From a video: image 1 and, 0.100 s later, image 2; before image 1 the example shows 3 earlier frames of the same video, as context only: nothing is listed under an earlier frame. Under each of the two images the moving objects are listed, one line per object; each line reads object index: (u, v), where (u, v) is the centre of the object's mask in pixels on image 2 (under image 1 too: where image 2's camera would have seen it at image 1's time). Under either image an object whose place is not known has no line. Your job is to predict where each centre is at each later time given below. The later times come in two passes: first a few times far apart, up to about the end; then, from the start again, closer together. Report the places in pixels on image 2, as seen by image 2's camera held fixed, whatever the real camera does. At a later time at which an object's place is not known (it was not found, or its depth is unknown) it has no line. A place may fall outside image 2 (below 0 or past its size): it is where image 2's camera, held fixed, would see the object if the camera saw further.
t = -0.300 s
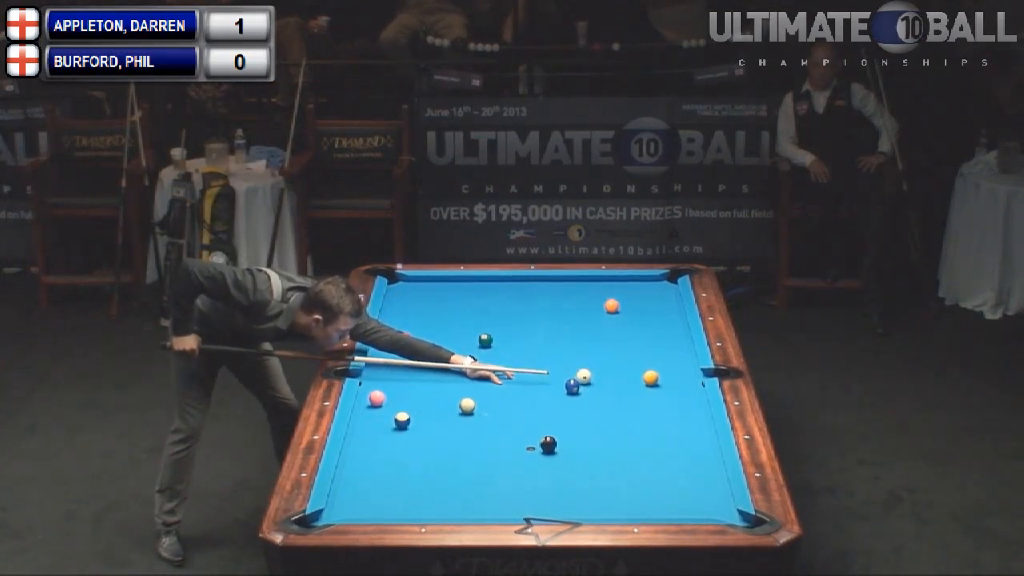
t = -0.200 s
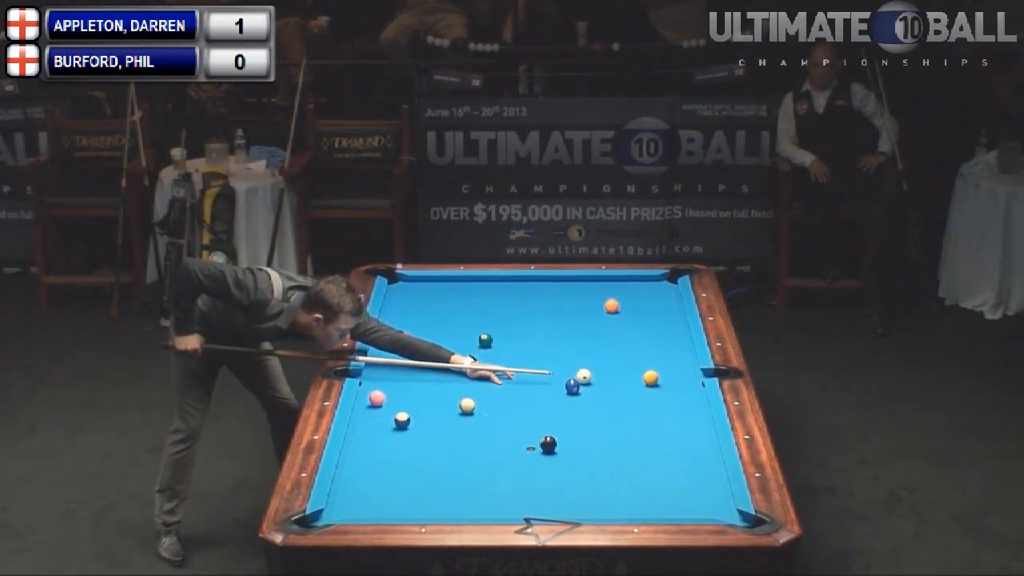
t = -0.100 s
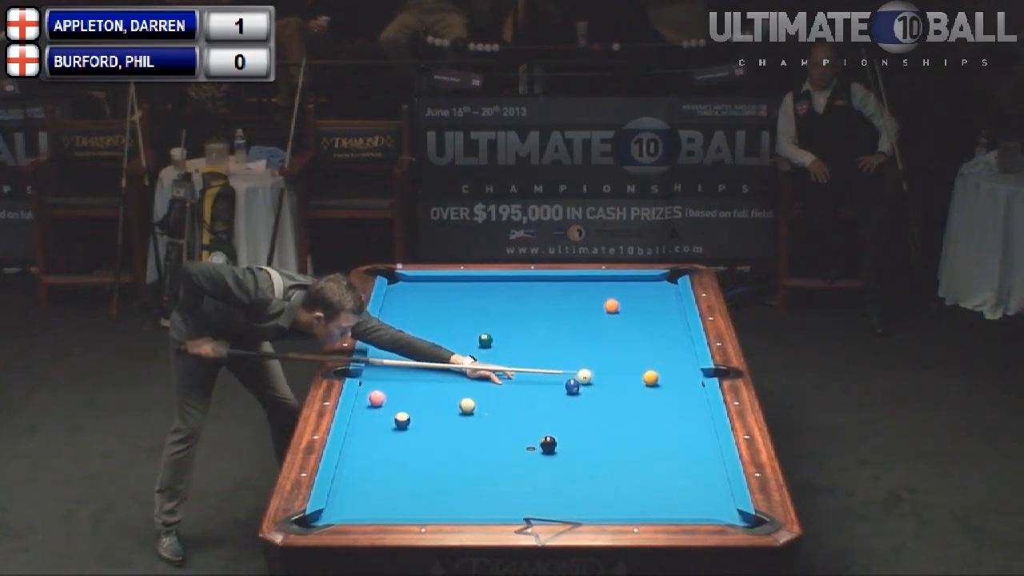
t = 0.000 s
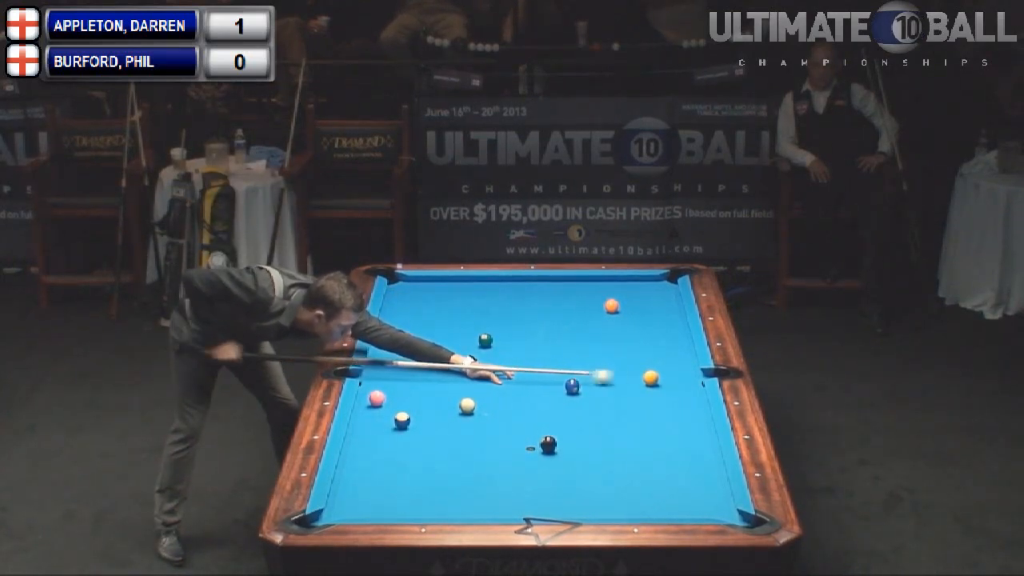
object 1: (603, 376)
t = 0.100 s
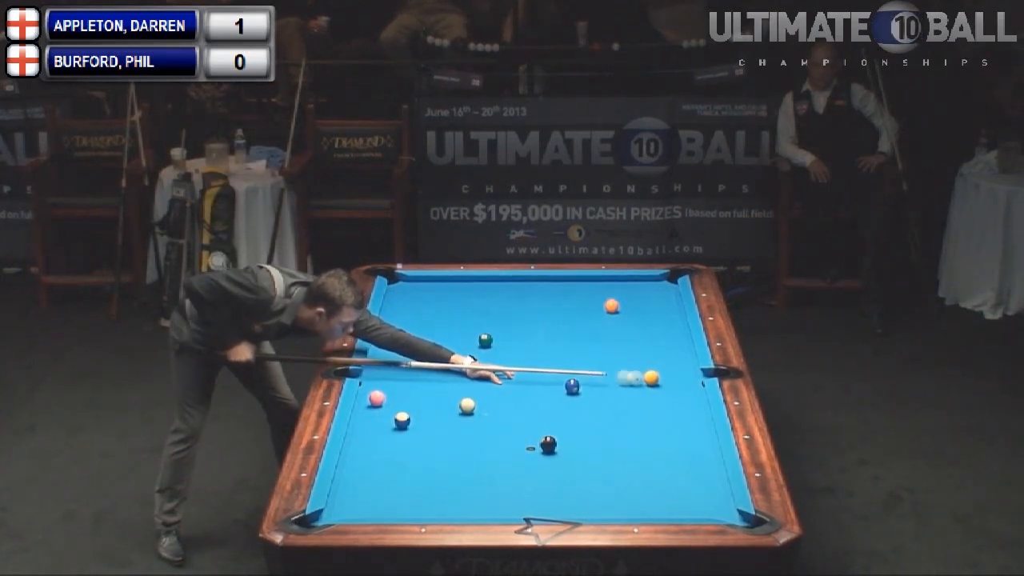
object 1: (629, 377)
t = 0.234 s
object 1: (641, 379)
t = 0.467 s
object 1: (661, 382)
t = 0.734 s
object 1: (687, 386)
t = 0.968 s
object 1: (692, 388)
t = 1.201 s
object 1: (681, 390)
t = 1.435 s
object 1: (672, 391)
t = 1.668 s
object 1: (661, 392)
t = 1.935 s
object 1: (653, 394)
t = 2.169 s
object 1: (646, 394)
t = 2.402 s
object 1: (639, 395)
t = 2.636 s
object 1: (634, 395)
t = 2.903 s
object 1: (630, 396)
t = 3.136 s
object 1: (627, 396)
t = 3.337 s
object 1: (625, 396)
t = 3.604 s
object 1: (625, 396)
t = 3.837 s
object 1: (624, 397)
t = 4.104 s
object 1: (624, 397)
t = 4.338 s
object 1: (624, 397)
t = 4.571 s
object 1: (624, 396)
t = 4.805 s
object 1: (624, 397)
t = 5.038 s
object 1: (624, 397)
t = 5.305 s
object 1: (624, 397)
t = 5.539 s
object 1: (624, 397)
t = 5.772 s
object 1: (624, 397)
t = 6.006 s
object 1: (624, 397)
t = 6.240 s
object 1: (624, 397)
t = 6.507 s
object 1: (624, 397)
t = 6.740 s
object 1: (624, 397)
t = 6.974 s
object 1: (624, 396)
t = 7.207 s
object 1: (624, 396)
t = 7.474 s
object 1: (624, 396)
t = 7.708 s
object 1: (624, 397)
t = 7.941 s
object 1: (624, 397)
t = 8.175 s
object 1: (624, 397)
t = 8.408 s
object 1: (624, 396)
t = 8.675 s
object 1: (624, 396)
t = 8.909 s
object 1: (624, 397)
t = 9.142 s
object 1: (624, 397)
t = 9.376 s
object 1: (624, 397)
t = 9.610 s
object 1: (624, 397)
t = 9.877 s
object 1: (624, 397)
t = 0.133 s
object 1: (635, 378)
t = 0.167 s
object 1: (637, 378)
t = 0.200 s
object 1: (639, 379)
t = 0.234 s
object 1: (641, 379)
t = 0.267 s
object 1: (643, 380)
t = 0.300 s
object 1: (646, 380)
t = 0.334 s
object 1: (649, 381)
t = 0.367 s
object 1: (652, 381)
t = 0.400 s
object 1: (656, 381)
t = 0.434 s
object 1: (657, 382)
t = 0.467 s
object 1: (661, 382)
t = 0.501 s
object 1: (665, 383)
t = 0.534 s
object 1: (670, 383)
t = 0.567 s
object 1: (672, 384)
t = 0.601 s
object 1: (675, 384)
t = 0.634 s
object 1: (678, 385)
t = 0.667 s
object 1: (682, 385)
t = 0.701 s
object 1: (684, 386)
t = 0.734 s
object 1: (687, 386)
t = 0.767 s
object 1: (689, 386)
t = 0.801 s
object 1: (693, 387)
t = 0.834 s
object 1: (694, 387)
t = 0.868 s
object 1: (695, 387)
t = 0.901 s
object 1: (695, 388)
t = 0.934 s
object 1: (693, 388)
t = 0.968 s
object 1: (692, 388)
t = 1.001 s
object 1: (690, 388)
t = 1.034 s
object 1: (688, 389)
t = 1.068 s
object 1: (686, 389)
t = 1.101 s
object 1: (684, 389)
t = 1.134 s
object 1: (683, 390)
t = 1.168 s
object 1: (682, 390)
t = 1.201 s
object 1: (681, 390)
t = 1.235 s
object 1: (679, 390)
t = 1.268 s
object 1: (678, 390)
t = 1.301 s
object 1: (677, 390)
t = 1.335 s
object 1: (676, 390)
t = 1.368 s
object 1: (674, 391)
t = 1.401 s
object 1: (673, 391)
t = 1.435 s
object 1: (672, 391)
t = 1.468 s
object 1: (670, 391)
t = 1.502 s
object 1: (668, 391)
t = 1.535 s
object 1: (667, 392)
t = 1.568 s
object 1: (665, 392)
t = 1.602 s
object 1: (664, 392)
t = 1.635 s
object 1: (662, 392)
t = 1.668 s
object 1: (661, 392)
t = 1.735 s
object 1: (659, 393)
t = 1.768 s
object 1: (658, 393)
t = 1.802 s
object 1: (656, 393)
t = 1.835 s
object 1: (655, 393)
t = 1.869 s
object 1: (654, 393)
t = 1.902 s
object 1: (654, 393)
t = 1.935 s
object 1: (653, 394)
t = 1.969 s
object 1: (651, 394)
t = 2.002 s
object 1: (650, 394)
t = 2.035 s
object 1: (649, 394)
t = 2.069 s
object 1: (649, 394)
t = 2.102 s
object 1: (648, 394)
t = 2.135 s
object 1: (647, 394)
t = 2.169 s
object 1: (646, 394)
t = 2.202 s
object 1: (645, 394)
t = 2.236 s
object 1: (644, 395)
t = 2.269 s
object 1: (644, 395)
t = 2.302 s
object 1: (642, 395)
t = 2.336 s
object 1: (641, 395)
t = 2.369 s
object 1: (640, 395)
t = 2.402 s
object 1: (639, 395)
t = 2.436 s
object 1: (638, 395)
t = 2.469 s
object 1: (637, 395)
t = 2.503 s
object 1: (637, 395)
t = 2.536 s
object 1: (636, 395)
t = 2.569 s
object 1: (636, 395)
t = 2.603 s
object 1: (635, 396)
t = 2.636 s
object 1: (634, 395)
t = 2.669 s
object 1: (634, 396)
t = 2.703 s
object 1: (633, 396)
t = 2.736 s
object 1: (632, 396)
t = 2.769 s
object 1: (631, 396)
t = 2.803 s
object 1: (631, 396)
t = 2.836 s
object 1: (630, 396)
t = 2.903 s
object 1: (630, 396)
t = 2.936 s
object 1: (629, 396)
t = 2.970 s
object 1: (629, 396)
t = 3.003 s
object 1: (628, 396)
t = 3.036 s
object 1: (628, 396)
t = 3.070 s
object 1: (627, 396)
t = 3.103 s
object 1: (627, 396)
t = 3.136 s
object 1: (627, 396)
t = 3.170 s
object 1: (627, 396)
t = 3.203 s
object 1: (626, 396)
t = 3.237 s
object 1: (626, 396)
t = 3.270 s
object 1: (626, 396)
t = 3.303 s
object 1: (625, 396)
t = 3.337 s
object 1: (625, 396)
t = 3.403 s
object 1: (625, 396)
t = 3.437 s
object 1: (625, 396)
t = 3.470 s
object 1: (625, 396)
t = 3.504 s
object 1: (625, 396)
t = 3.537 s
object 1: (625, 396)
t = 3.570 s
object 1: (625, 396)
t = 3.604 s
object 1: (625, 396)
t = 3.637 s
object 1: (624, 397)
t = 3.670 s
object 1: (624, 397)
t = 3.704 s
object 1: (624, 396)
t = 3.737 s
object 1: (624, 397)
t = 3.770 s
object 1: (624, 397)
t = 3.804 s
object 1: (624, 397)
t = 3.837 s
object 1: (624, 397)
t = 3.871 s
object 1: (624, 397)
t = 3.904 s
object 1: (624, 397)
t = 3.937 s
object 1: (624, 397)
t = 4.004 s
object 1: (624, 397)
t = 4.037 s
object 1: (624, 397)
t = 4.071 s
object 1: (624, 397)
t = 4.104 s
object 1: (624, 397)
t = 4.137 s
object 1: (624, 397)
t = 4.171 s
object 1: (624, 397)
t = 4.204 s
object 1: (624, 397)
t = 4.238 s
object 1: (624, 396)
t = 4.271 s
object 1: (624, 397)
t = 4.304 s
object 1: (624, 397)
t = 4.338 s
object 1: (624, 397)
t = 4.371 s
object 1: (624, 397)
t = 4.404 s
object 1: (624, 397)
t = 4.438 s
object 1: (624, 397)
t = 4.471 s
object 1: (624, 397)
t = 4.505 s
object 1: (624, 396)
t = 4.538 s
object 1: (624, 397)
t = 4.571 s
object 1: (624, 396)
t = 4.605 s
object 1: (625, 397)
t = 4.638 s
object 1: (625, 397)
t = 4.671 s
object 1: (624, 397)
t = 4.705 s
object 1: (624, 397)
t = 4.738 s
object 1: (624, 397)
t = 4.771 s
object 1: (624, 397)
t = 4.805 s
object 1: (624, 397)
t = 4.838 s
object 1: (624, 397)
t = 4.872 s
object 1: (624, 397)
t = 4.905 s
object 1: (624, 397)
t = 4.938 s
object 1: (624, 397)
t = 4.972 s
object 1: (624, 397)
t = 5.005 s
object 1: (624, 397)
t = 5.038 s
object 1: (624, 397)
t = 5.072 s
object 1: (624, 397)
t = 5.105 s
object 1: (624, 397)
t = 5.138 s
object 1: (624, 397)
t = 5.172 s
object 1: (625, 397)
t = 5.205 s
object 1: (624, 396)
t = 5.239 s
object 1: (624, 397)
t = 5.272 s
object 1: (624, 397)
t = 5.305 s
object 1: (624, 397)
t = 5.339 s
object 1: (624, 397)
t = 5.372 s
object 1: (624, 397)
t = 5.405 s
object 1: (625, 397)
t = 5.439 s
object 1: (625, 397)
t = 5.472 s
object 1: (625, 397)
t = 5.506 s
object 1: (624, 397)
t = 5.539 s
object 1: (624, 397)
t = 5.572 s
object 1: (624, 397)
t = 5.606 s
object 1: (624, 397)
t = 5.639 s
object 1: (624, 397)
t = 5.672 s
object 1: (624, 397)
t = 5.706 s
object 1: (624, 397)
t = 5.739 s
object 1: (624, 397)
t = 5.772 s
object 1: (624, 397)
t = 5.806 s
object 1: (624, 397)
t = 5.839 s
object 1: (624, 397)
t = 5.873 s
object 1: (624, 397)
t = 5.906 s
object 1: (624, 397)
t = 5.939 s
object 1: (624, 397)
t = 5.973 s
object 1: (624, 397)
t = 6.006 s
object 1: (624, 397)
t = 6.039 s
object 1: (624, 397)
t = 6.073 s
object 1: (624, 397)
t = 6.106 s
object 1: (624, 397)
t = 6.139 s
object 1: (624, 397)
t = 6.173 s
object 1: (624, 397)
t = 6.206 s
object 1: (624, 397)
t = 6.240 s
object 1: (624, 397)
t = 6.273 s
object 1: (624, 397)
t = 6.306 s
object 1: (624, 397)
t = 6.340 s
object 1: (624, 397)
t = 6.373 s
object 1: (624, 397)
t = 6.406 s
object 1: (624, 397)
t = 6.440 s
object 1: (624, 397)
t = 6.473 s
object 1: (624, 397)
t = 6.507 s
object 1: (624, 397)
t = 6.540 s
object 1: (624, 397)
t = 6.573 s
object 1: (624, 397)
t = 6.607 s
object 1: (624, 397)
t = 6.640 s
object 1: (624, 397)
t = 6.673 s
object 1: (624, 397)
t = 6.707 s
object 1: (624, 397)
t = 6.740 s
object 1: (624, 397)
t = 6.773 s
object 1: (624, 397)
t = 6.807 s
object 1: (624, 397)
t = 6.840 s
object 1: (624, 396)
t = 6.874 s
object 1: (624, 396)
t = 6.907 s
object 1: (624, 396)
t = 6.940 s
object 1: (624, 396)
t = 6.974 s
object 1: (624, 396)
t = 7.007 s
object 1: (624, 396)
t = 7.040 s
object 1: (624, 396)
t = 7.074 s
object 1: (624, 396)
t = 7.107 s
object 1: (624, 396)
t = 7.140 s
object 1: (624, 396)
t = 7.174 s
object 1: (624, 396)
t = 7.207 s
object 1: (624, 396)
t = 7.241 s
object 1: (624, 396)
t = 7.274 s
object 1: (624, 396)
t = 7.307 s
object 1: (624, 396)
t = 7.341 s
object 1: (624, 396)
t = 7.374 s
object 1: (624, 396)
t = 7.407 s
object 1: (624, 396)
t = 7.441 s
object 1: (624, 396)
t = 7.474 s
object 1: (624, 396)
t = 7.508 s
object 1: (624, 396)
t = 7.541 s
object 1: (624, 396)
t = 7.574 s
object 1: (624, 397)
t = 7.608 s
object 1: (624, 397)
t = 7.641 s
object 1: (624, 397)
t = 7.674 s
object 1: (624, 397)
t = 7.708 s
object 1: (624, 397)
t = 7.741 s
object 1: (624, 397)
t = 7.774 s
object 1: (624, 397)
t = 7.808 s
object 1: (624, 397)
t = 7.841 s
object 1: (624, 397)
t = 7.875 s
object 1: (624, 397)
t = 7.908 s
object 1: (624, 397)
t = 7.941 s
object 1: (624, 397)
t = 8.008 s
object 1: (624, 397)
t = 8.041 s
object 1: (624, 397)
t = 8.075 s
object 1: (624, 397)
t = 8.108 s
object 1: (624, 397)
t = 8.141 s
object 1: (624, 397)
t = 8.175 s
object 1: (624, 397)
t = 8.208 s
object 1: (624, 397)
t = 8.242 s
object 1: (624, 397)
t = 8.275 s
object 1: (624, 397)
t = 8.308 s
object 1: (624, 397)
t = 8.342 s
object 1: (624, 397)
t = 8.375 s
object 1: (624, 396)
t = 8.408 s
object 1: (624, 396)
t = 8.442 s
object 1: (624, 396)
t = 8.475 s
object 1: (624, 396)
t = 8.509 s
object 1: (624, 396)
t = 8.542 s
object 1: (624, 397)
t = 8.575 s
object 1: (624, 397)
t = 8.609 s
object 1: (624, 396)
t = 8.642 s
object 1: (624, 396)
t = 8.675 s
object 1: (624, 396)
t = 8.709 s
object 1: (624, 396)
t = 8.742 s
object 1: (624, 396)
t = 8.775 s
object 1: (624, 397)
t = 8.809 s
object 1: (624, 397)
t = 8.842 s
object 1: (624, 397)
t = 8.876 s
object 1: (624, 397)
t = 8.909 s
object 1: (624, 397)
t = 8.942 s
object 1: (624, 397)
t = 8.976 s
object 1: (624, 397)
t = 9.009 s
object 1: (624, 397)
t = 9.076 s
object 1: (624, 397)
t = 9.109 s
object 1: (624, 397)
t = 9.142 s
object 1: (624, 397)
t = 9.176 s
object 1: (624, 397)
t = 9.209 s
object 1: (624, 397)
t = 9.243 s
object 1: (624, 397)
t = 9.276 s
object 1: (624, 397)
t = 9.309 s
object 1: (624, 397)
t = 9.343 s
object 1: (624, 397)
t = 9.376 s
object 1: (624, 397)
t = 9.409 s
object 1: (624, 397)
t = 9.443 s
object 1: (624, 397)
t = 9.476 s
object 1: (624, 397)
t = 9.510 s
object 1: (624, 397)
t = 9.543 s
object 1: (624, 397)
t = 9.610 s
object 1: (624, 397)
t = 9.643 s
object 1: (624, 397)
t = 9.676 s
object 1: (624, 397)
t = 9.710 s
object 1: (624, 397)
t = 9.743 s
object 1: (624, 397)
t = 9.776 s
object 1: (624, 397)
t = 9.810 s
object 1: (624, 397)
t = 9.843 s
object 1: (624, 397)
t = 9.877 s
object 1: (624, 397)
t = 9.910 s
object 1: (624, 397)
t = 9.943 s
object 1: (624, 397)
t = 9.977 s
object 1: (624, 397)
